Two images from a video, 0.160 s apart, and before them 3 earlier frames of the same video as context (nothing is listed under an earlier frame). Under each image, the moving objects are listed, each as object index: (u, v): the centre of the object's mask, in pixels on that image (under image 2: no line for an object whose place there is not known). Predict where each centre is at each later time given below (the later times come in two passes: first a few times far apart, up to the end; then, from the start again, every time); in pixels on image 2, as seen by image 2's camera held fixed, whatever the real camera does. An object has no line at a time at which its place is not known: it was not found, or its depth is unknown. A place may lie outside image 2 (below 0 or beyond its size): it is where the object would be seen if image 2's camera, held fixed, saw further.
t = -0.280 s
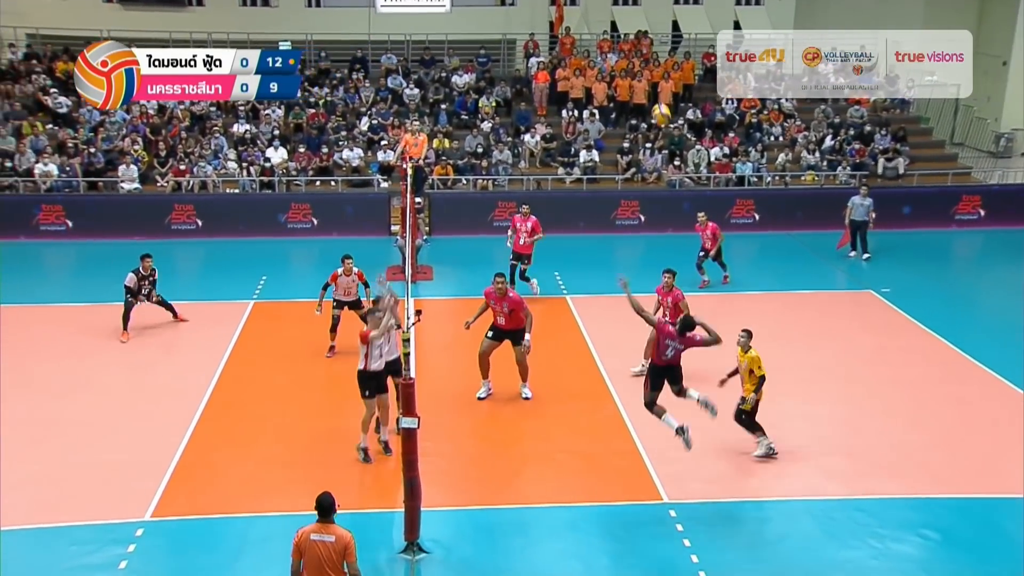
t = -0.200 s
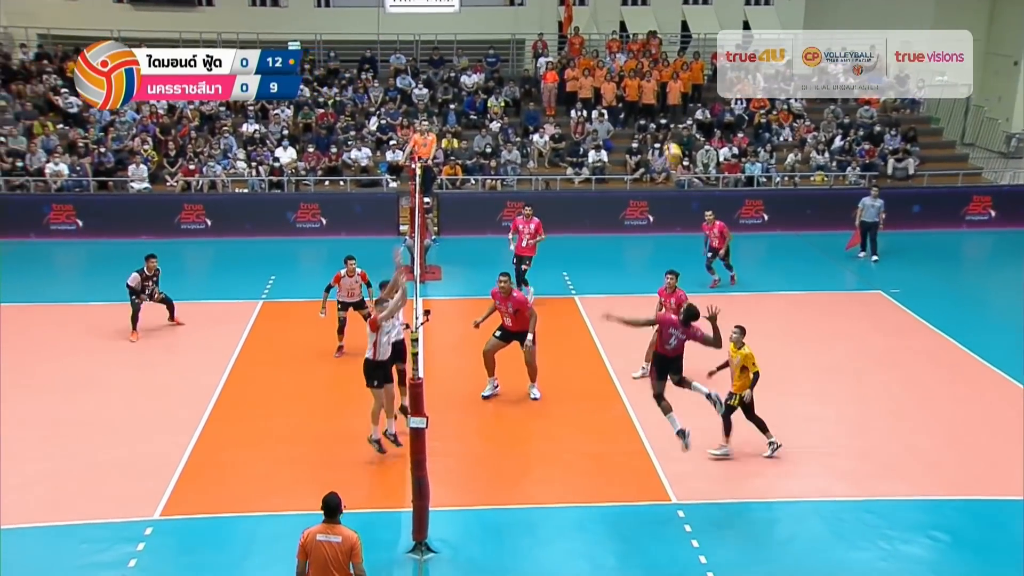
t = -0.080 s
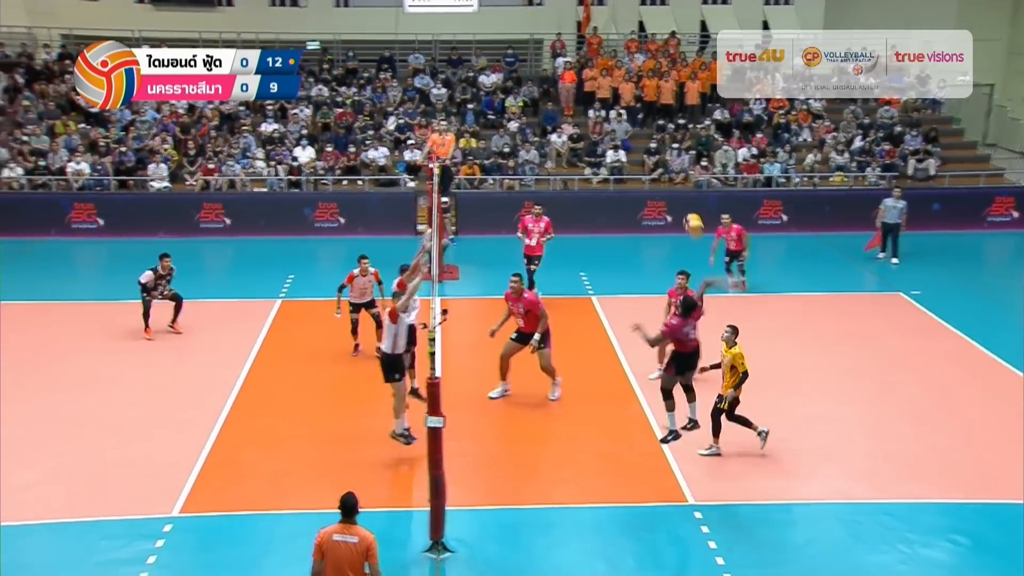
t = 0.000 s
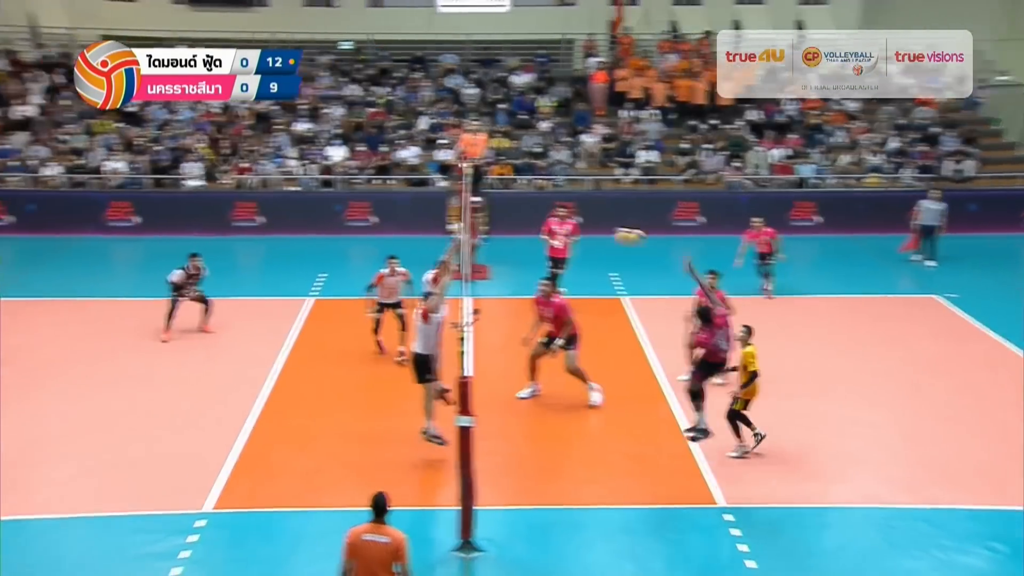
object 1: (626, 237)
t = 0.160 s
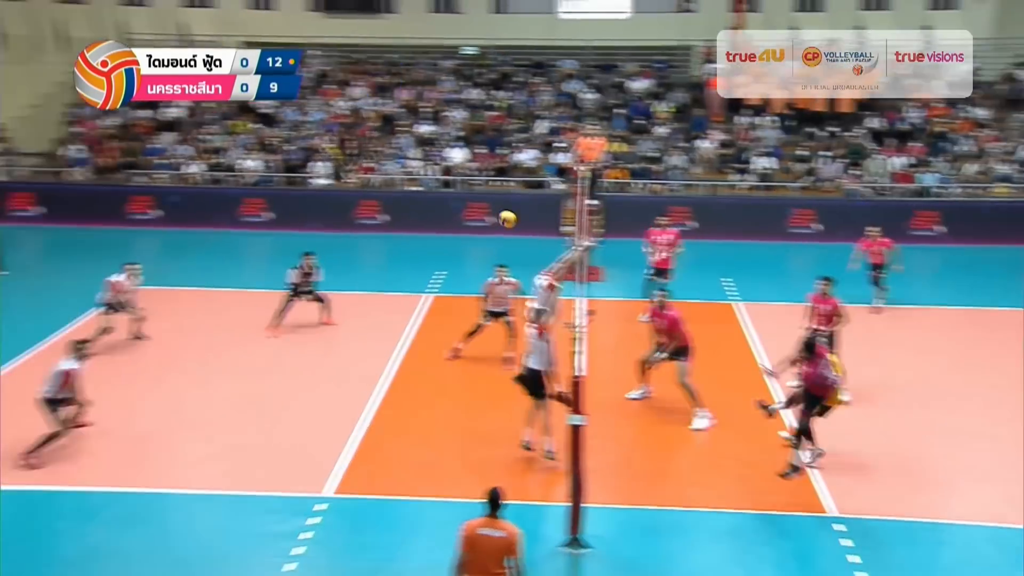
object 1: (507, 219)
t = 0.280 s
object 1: (392, 210)
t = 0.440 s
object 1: (266, 220)
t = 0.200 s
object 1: (466, 214)
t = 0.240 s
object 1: (428, 212)
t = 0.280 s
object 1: (392, 210)
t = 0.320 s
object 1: (358, 211)
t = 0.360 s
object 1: (326, 212)
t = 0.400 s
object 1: (295, 216)
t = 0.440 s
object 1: (266, 220)
